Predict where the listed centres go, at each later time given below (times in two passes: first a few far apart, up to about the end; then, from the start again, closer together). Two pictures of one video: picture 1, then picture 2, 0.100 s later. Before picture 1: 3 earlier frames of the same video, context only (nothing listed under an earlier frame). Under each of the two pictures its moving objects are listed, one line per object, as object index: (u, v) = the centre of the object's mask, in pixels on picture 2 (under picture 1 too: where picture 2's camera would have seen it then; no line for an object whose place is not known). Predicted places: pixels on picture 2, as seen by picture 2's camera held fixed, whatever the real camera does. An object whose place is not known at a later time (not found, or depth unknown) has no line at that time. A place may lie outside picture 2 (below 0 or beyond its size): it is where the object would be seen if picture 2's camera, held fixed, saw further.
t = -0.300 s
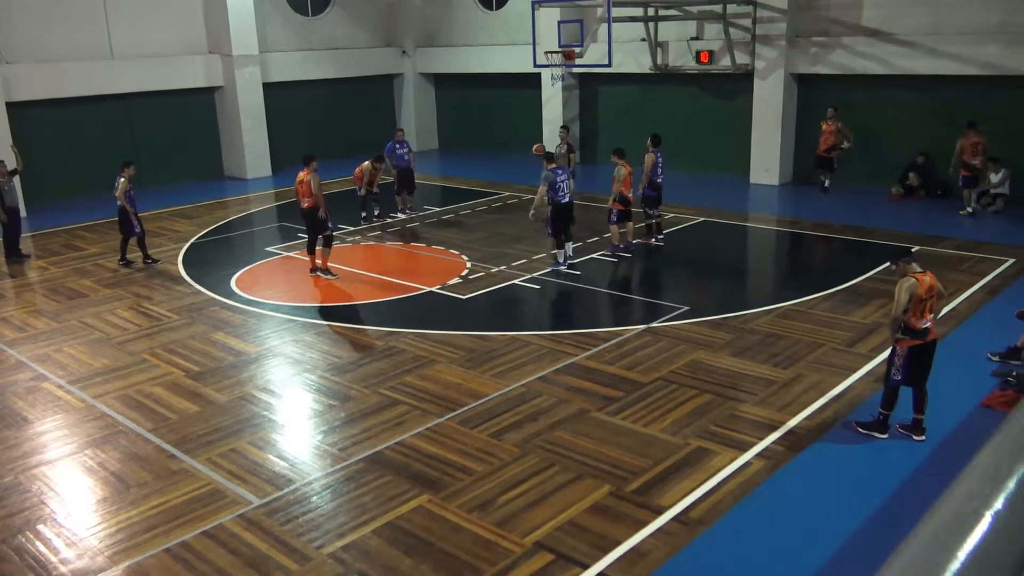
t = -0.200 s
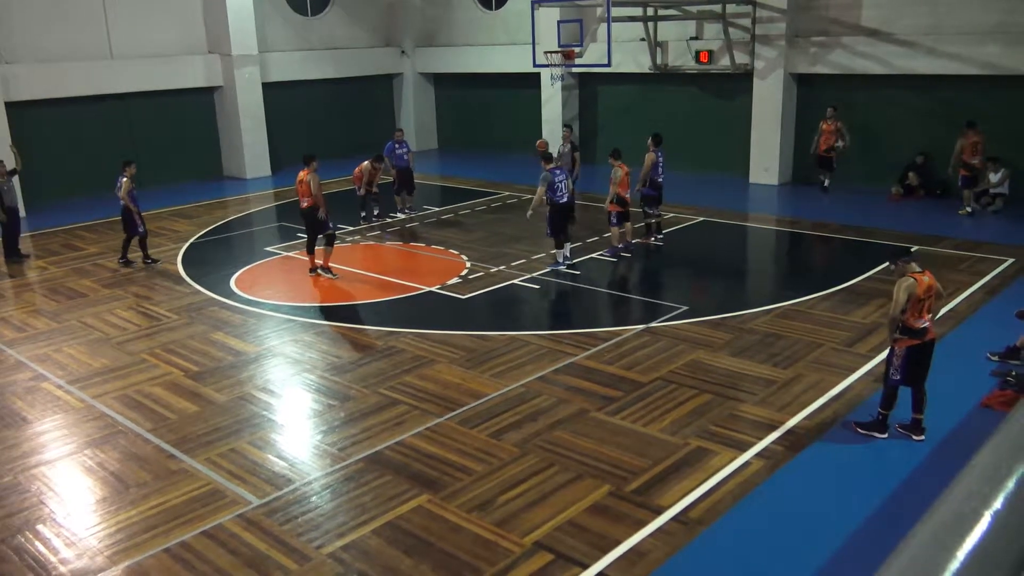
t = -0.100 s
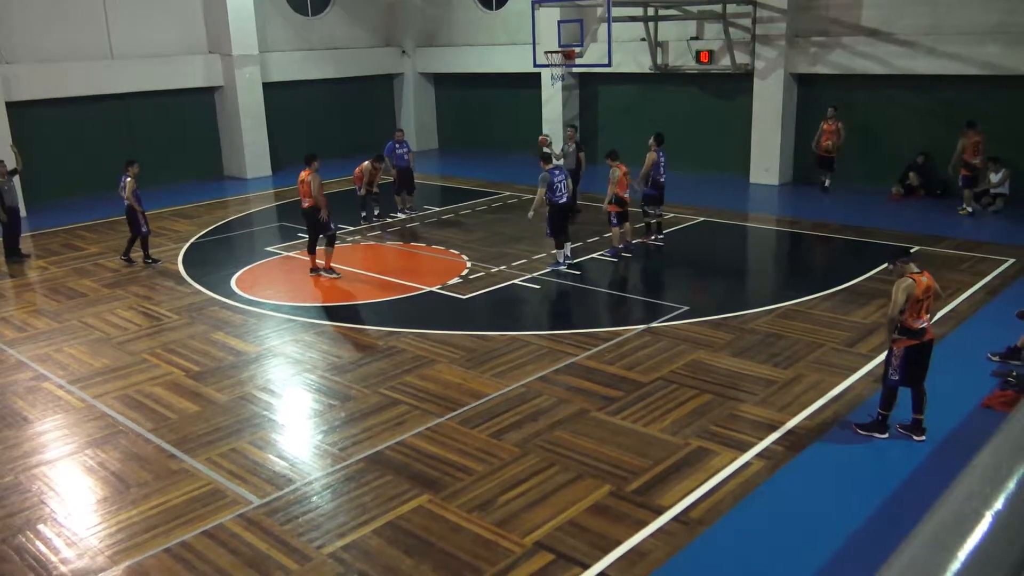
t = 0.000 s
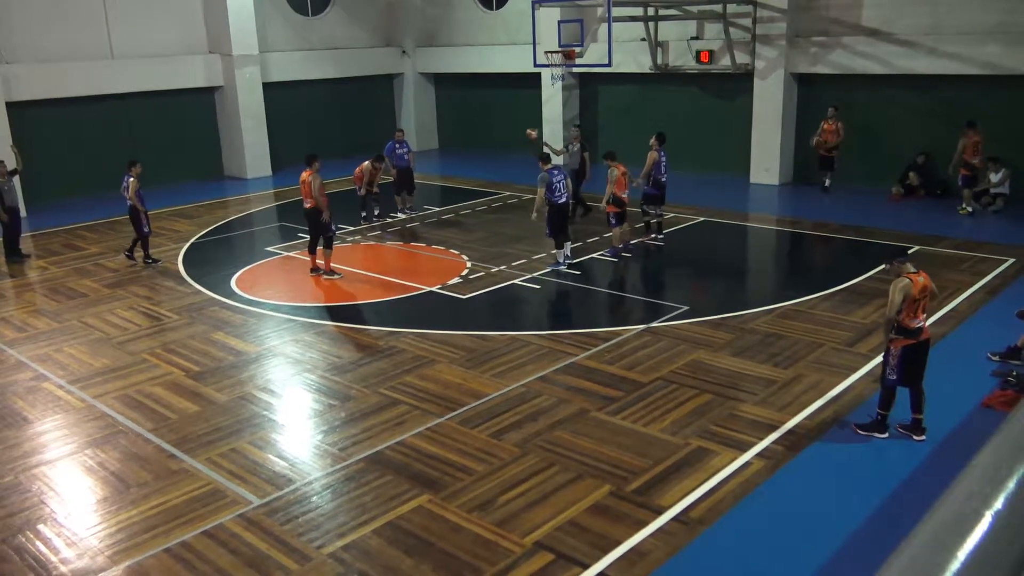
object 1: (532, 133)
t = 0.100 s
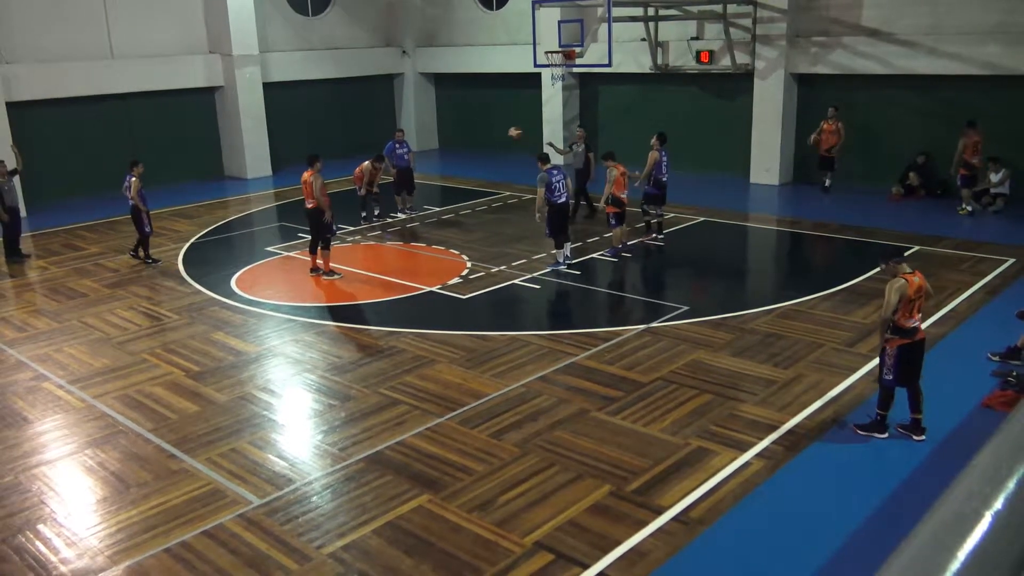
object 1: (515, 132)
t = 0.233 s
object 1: (491, 140)
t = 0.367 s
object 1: (468, 157)
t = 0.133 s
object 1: (509, 133)
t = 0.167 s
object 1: (503, 134)
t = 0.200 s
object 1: (497, 137)
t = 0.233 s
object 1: (491, 140)
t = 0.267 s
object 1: (485, 143)
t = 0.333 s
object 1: (472, 152)
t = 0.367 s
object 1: (468, 157)
